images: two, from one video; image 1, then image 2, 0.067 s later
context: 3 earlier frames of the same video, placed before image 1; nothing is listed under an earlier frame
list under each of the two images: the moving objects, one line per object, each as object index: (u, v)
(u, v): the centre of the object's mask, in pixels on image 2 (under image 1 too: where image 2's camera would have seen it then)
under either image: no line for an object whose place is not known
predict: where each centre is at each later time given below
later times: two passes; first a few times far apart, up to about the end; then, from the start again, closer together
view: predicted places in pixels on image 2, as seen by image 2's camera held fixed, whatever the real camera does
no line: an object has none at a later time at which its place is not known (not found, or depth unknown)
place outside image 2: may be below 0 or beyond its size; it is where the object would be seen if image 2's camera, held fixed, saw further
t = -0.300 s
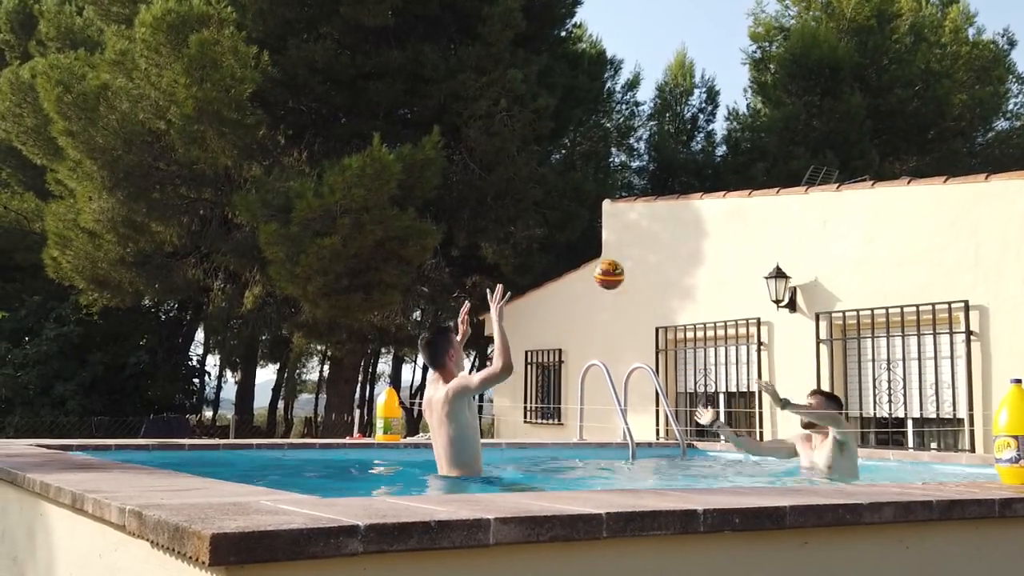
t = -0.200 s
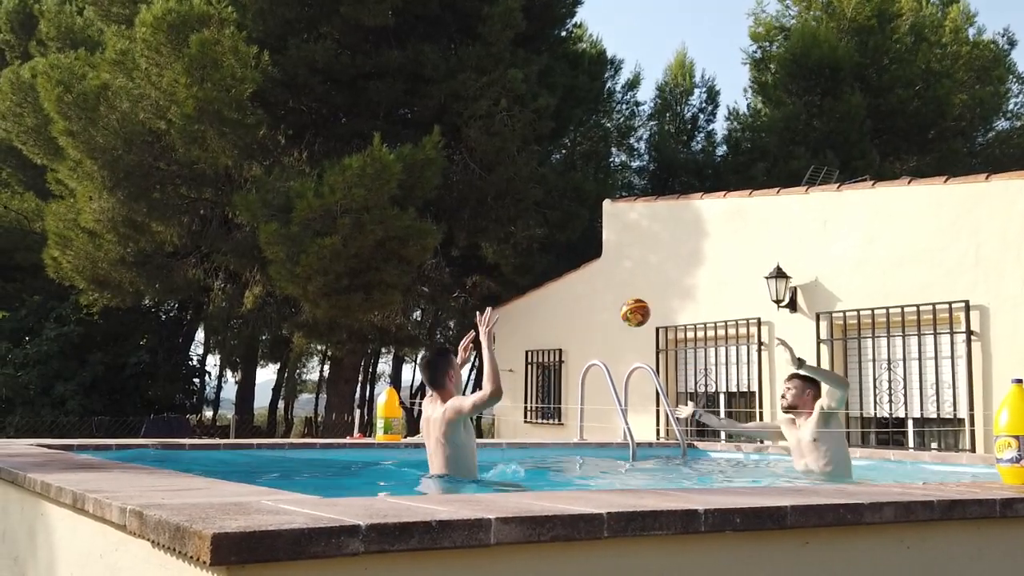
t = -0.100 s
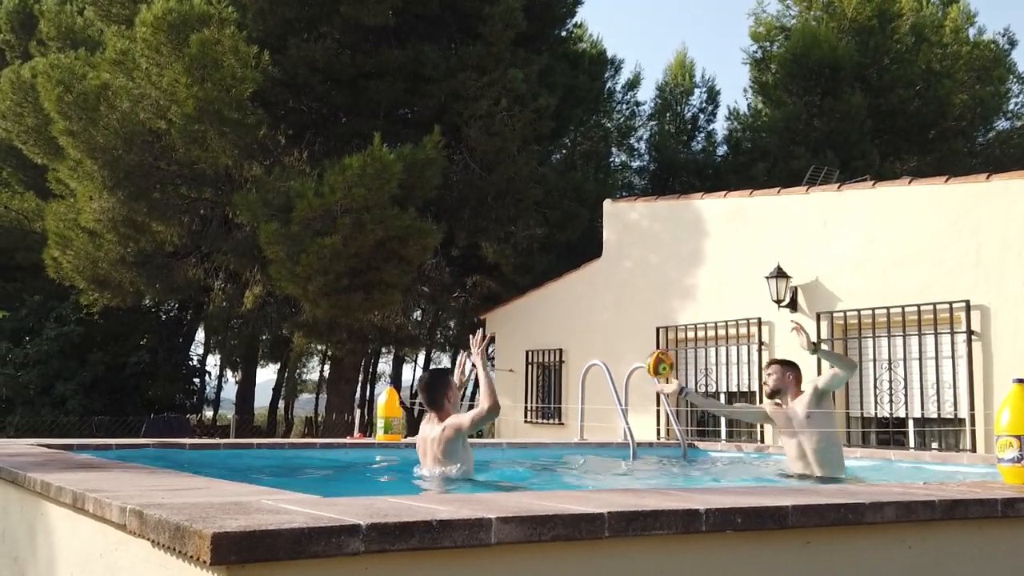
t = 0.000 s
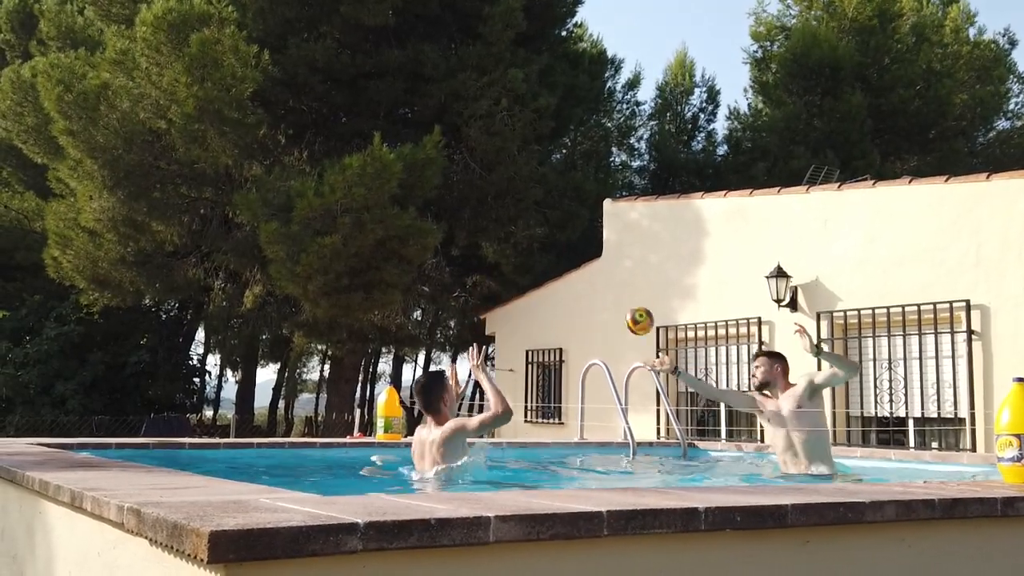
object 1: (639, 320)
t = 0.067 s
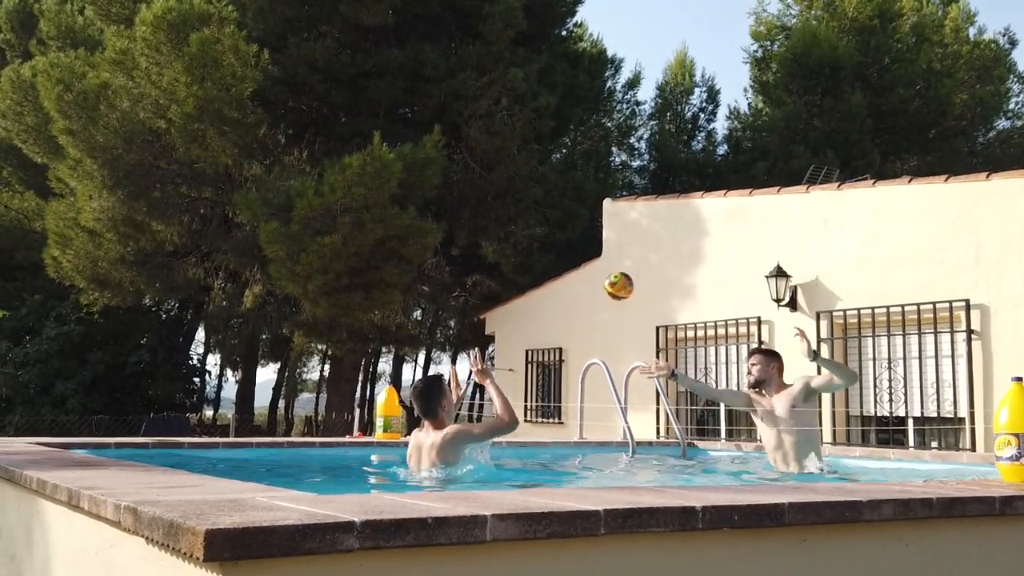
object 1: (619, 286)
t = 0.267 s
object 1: (556, 227)
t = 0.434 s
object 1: (499, 231)
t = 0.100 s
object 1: (609, 271)
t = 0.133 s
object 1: (598, 258)
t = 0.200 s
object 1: (577, 239)
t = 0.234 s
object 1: (566, 232)
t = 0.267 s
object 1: (556, 227)
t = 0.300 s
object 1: (545, 224)
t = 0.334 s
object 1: (534, 222)
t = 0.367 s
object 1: (522, 223)
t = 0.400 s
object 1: (511, 226)
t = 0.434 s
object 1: (499, 231)
